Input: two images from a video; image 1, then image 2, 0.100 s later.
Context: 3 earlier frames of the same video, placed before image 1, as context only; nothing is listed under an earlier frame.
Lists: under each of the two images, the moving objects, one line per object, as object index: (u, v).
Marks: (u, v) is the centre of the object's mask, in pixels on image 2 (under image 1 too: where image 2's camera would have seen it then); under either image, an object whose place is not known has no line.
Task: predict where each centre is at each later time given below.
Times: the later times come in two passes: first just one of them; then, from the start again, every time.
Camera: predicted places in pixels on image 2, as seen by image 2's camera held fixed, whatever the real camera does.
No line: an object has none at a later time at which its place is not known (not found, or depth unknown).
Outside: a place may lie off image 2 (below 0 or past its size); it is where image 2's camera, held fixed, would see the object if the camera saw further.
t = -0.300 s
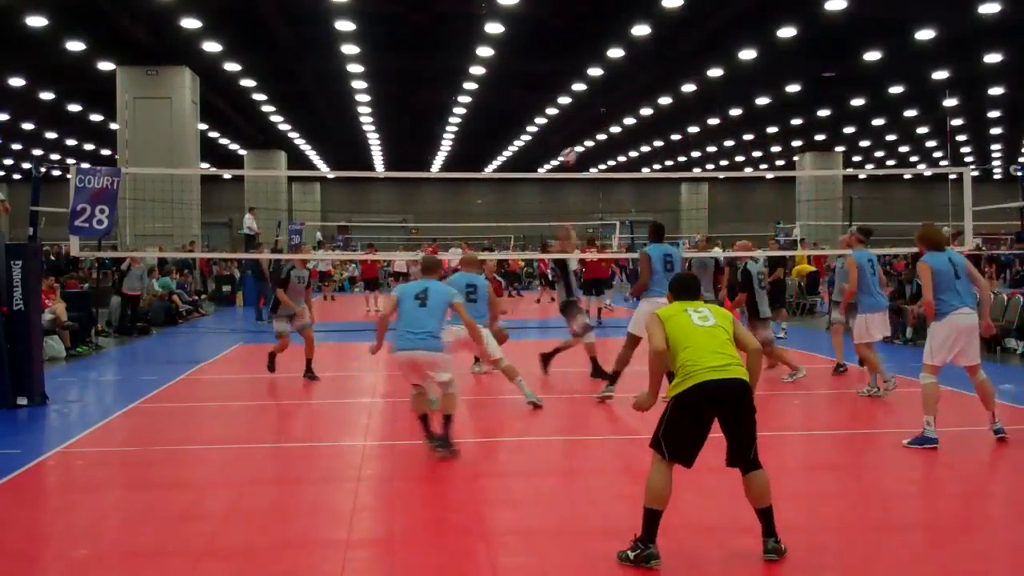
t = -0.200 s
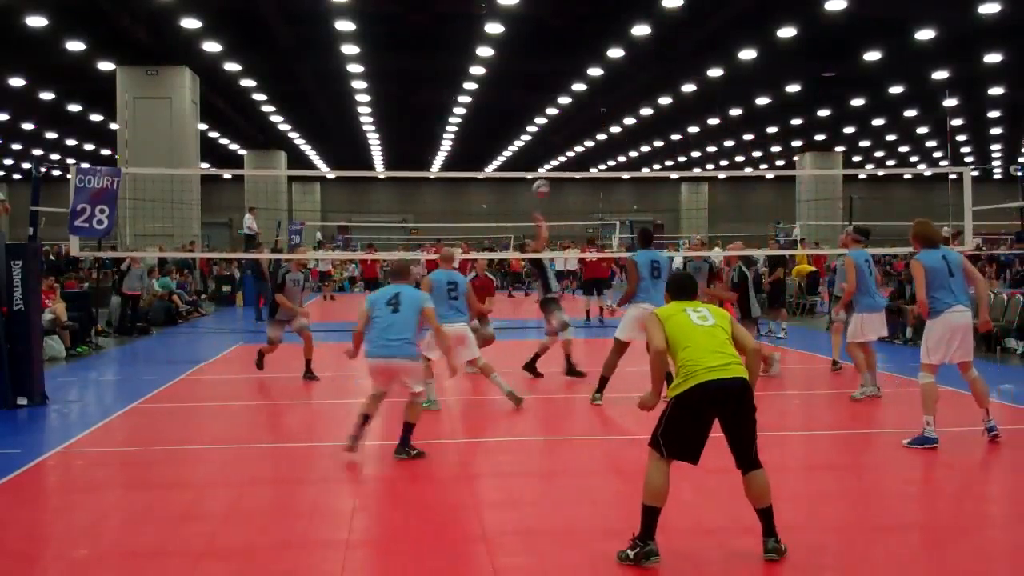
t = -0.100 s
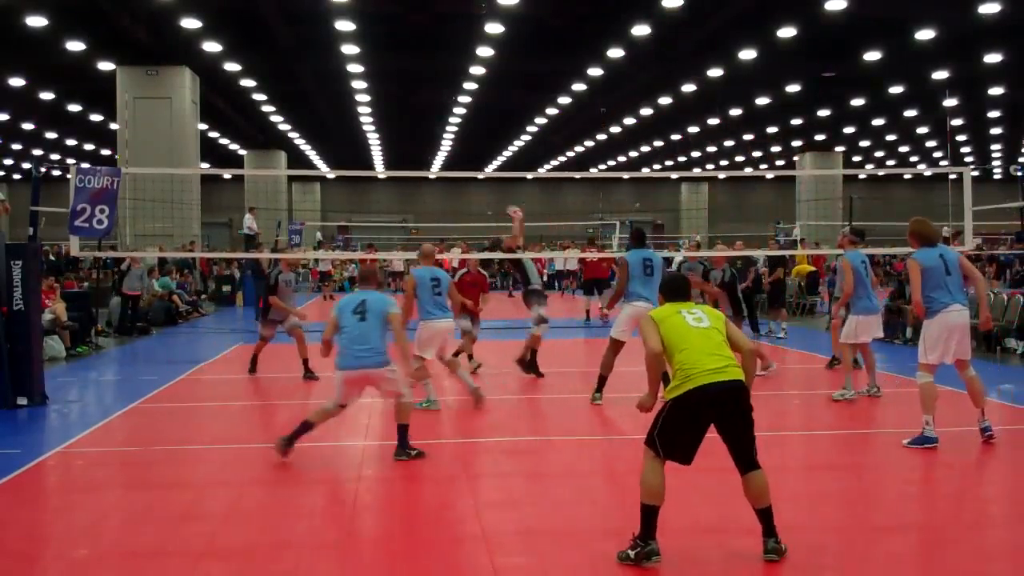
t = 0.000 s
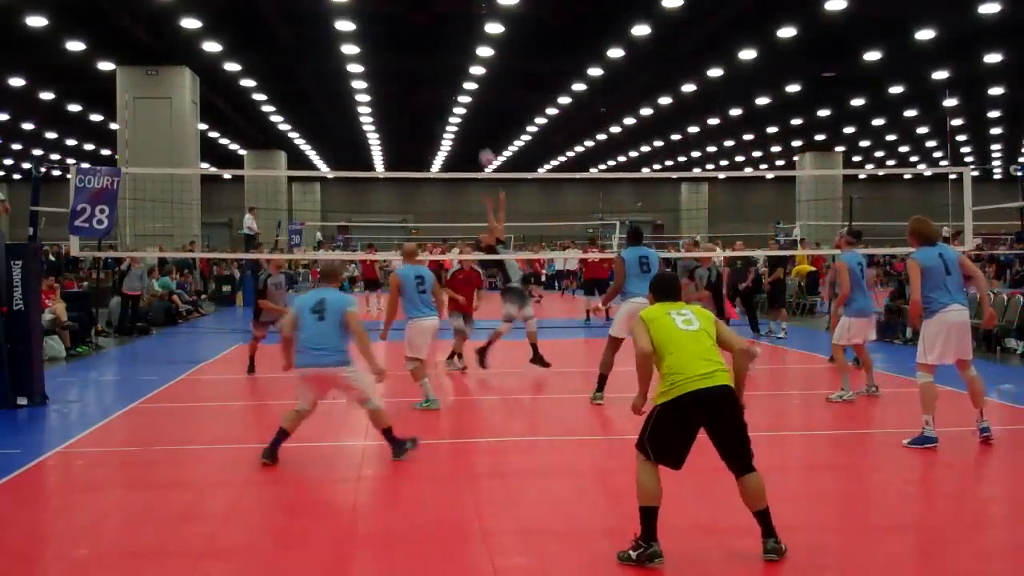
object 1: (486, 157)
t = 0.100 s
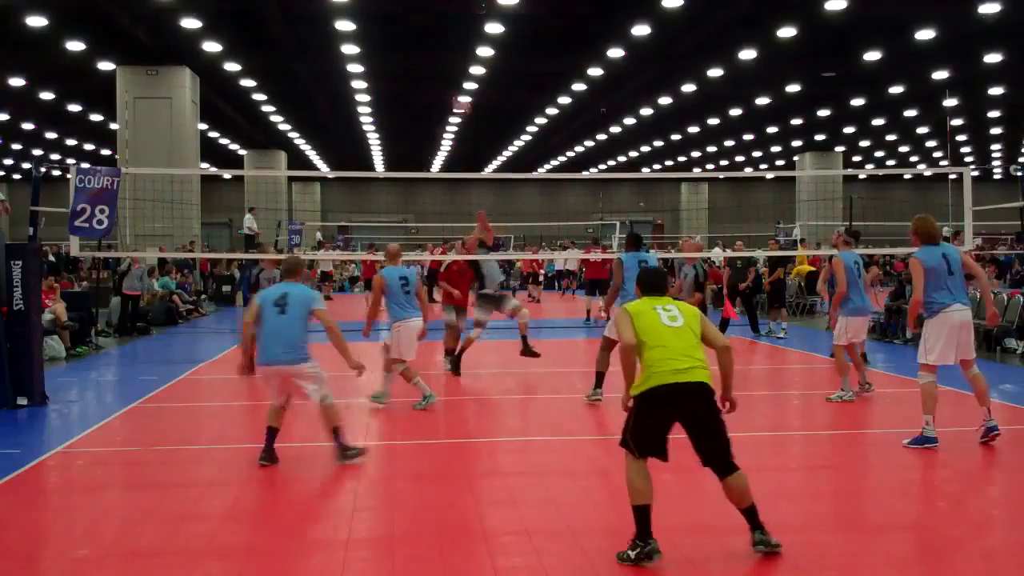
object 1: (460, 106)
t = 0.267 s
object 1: (419, 34)
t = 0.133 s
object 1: (452, 88)
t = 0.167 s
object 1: (444, 74)
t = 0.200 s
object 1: (436, 60)
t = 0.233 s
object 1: (427, 47)
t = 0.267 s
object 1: (419, 34)
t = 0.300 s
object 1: (410, 23)
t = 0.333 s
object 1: (402, 12)
